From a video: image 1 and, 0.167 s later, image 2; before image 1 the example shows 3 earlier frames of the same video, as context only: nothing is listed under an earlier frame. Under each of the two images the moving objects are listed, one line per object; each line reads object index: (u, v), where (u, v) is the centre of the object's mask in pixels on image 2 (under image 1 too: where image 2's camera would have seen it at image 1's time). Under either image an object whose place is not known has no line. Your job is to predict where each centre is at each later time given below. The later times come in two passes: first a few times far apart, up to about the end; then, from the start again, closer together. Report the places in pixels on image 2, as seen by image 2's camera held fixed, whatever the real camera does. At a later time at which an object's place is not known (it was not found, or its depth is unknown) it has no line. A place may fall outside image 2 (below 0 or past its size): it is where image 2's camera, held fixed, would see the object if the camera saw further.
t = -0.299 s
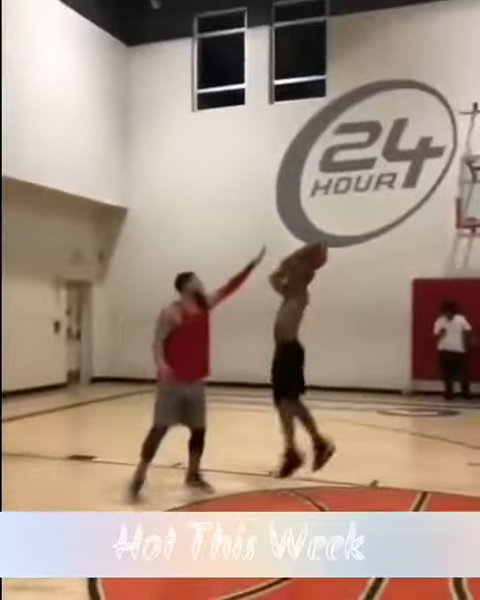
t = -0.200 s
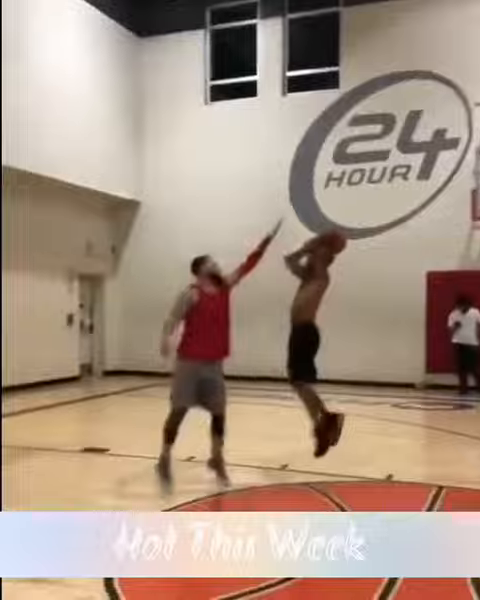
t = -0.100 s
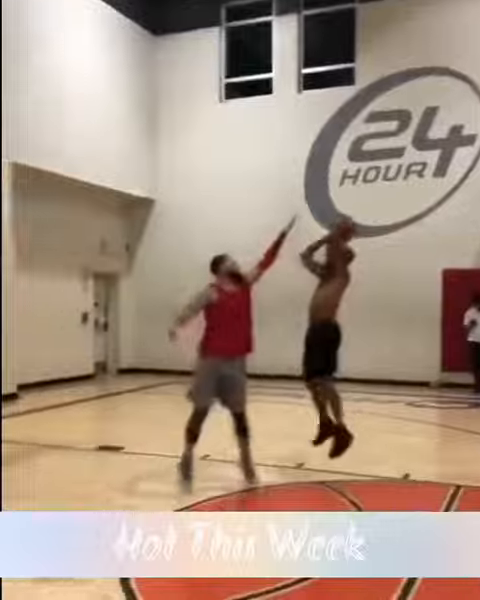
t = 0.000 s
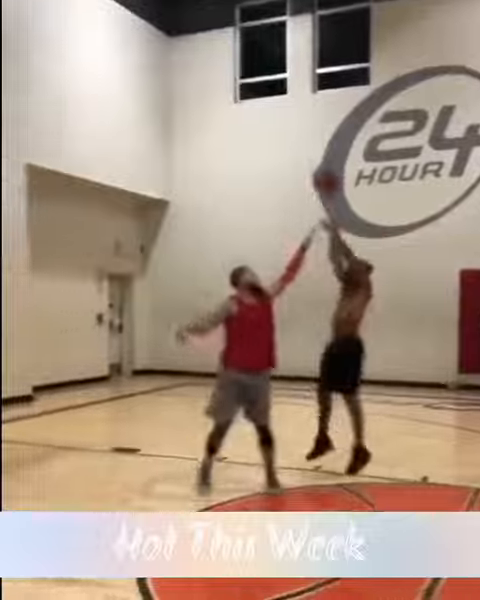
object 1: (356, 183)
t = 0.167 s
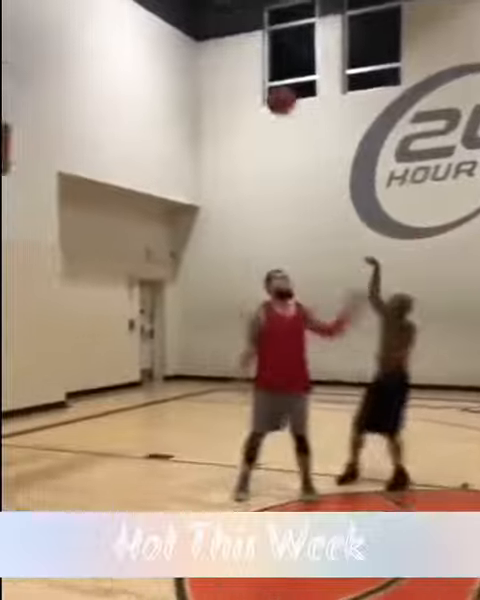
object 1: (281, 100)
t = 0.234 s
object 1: (249, 76)
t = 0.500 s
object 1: (123, 39)
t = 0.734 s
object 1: (11, 81)
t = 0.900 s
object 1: (-65, 146)
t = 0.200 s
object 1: (264, 88)
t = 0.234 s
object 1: (249, 76)
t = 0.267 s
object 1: (234, 67)
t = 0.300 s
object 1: (218, 60)
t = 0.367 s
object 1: (187, 47)
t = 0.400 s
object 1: (171, 43)
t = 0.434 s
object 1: (155, 41)
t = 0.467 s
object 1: (140, 39)
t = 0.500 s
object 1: (123, 39)
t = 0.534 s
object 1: (107, 41)
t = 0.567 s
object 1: (91, 44)
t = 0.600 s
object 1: (76, 48)
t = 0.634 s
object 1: (59, 54)
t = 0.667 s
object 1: (43, 62)
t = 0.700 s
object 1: (26, 71)
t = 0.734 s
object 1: (11, 81)
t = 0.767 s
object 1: (-6, 92)
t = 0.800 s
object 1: (-23, 106)
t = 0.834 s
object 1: (-36, 121)
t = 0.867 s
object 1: (-53, 138)
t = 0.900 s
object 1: (-65, 146)
